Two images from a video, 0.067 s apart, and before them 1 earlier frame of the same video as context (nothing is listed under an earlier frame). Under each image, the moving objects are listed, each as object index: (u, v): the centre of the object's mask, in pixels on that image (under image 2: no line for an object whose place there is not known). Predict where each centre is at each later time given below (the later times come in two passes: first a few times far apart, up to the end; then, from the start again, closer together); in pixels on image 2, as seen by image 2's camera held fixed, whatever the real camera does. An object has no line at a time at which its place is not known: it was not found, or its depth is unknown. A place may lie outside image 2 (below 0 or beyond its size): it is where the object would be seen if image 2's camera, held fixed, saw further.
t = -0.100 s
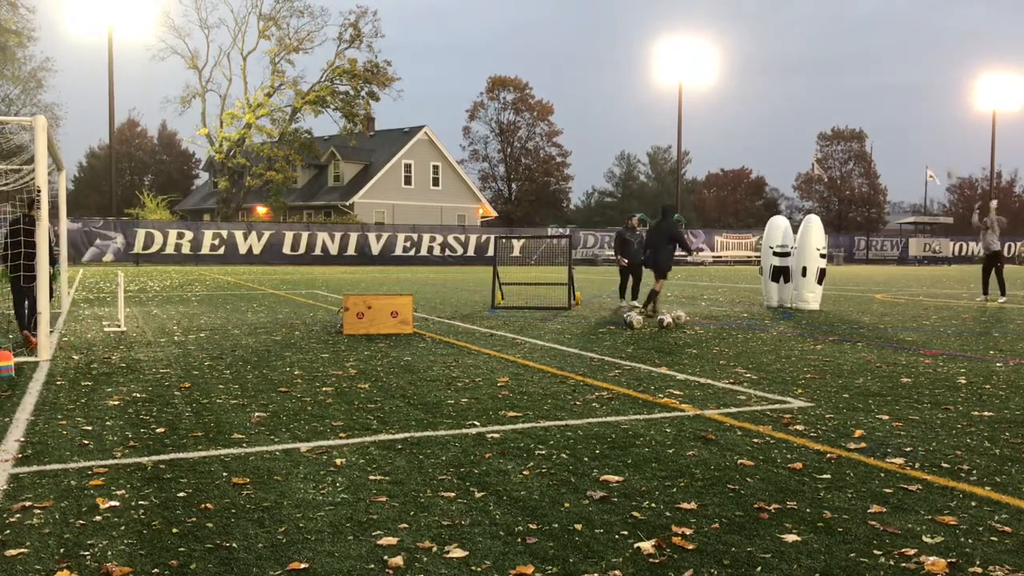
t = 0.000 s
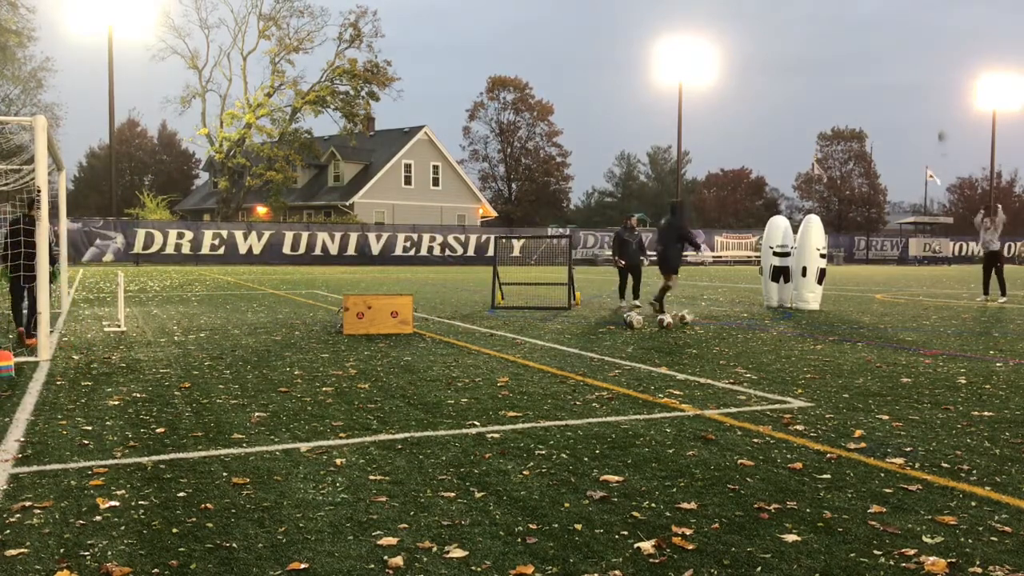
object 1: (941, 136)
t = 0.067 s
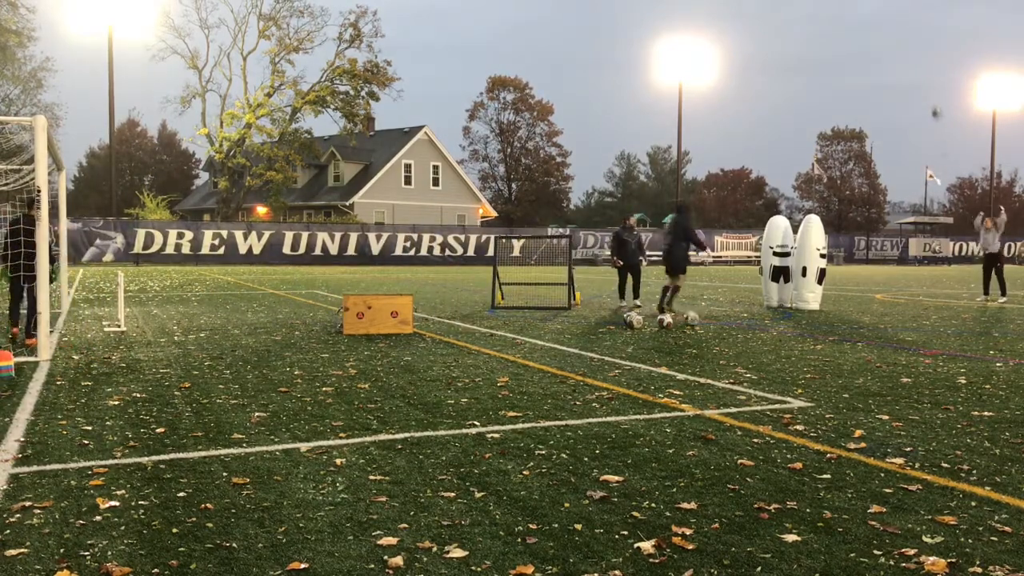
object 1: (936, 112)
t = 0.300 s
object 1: (914, 50)
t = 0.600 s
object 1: (887, 11)
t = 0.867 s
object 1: (862, 15)
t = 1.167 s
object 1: (833, 66)
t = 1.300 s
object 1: (820, 104)
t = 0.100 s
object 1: (933, 100)
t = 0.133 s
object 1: (930, 92)
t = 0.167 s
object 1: (927, 82)
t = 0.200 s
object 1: (923, 73)
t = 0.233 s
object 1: (920, 65)
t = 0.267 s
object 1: (917, 57)
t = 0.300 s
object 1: (914, 50)
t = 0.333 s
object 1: (911, 43)
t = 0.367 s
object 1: (908, 37)
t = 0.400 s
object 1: (905, 32)
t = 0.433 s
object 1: (902, 27)
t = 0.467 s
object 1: (899, 23)
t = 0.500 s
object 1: (896, 19)
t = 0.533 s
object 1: (893, 16)
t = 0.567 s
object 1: (890, 13)
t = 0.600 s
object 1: (887, 11)
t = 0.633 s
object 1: (884, 10)
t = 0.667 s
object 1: (881, 9)
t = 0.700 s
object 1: (878, 8)
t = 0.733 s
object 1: (875, 9)
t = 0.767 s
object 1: (872, 9)
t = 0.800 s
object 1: (869, 10)
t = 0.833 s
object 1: (865, 12)
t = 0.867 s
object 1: (862, 15)
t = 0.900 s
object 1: (859, 18)
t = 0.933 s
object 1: (856, 22)
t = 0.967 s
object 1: (852, 27)
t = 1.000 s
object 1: (849, 31)
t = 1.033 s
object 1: (846, 37)
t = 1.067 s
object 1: (843, 44)
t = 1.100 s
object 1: (839, 51)
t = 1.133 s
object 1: (836, 58)
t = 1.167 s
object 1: (833, 66)
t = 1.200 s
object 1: (829, 76)
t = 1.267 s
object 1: (824, 94)
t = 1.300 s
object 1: (820, 104)
